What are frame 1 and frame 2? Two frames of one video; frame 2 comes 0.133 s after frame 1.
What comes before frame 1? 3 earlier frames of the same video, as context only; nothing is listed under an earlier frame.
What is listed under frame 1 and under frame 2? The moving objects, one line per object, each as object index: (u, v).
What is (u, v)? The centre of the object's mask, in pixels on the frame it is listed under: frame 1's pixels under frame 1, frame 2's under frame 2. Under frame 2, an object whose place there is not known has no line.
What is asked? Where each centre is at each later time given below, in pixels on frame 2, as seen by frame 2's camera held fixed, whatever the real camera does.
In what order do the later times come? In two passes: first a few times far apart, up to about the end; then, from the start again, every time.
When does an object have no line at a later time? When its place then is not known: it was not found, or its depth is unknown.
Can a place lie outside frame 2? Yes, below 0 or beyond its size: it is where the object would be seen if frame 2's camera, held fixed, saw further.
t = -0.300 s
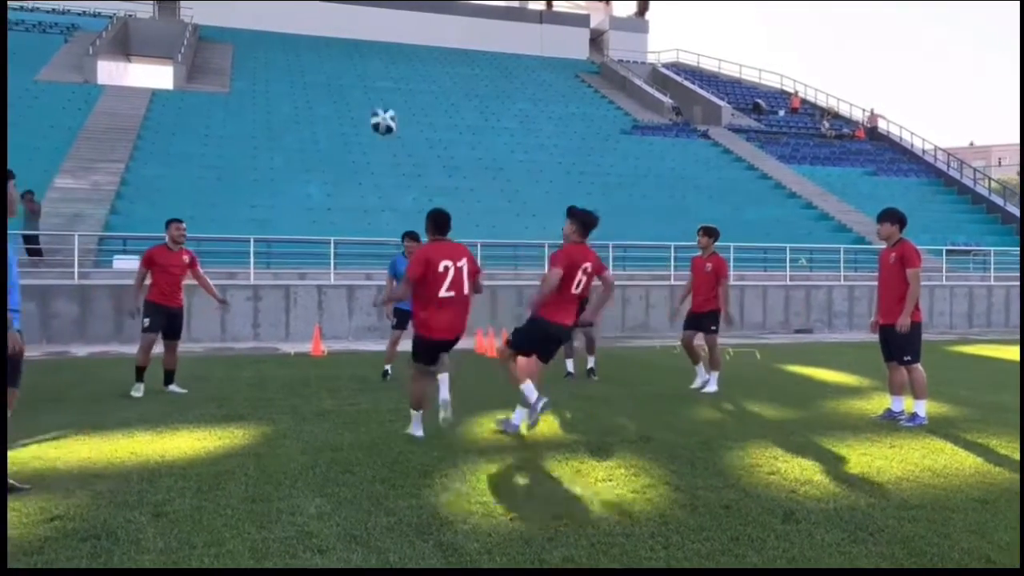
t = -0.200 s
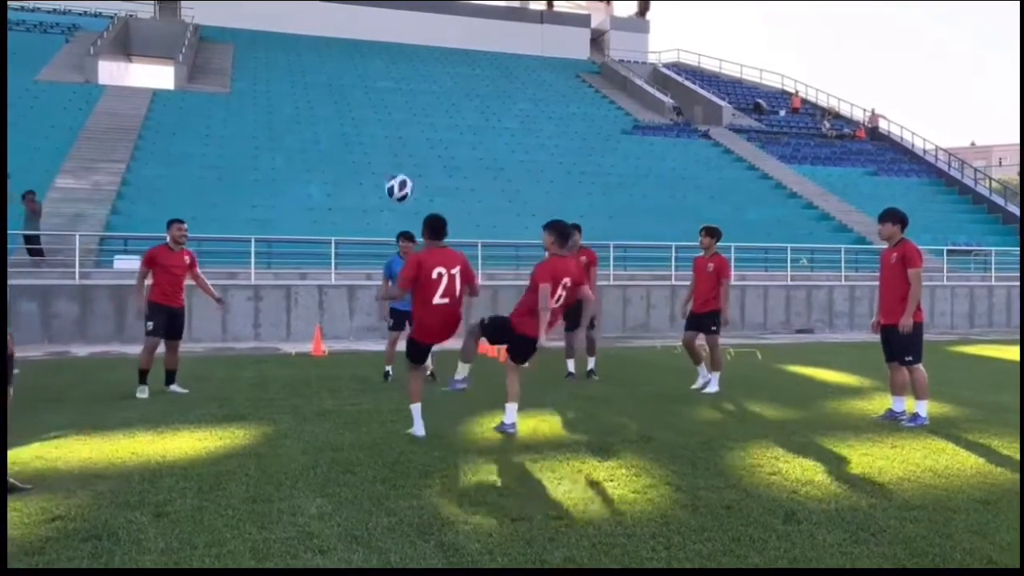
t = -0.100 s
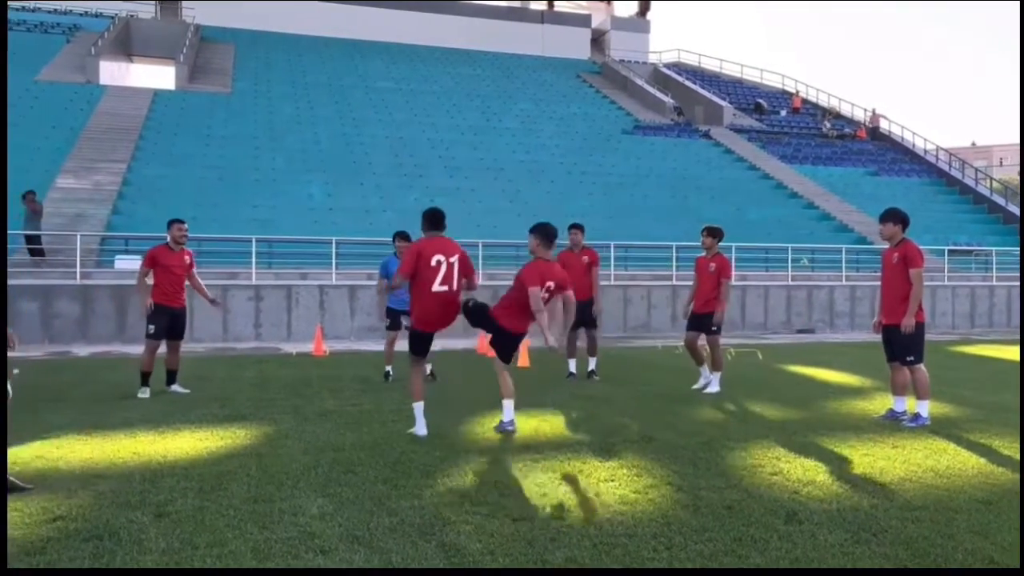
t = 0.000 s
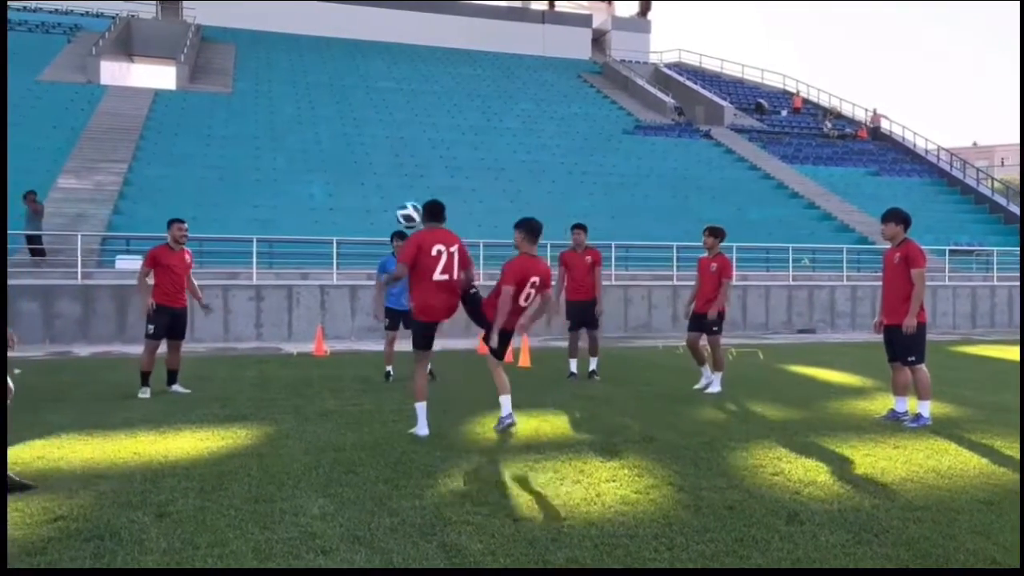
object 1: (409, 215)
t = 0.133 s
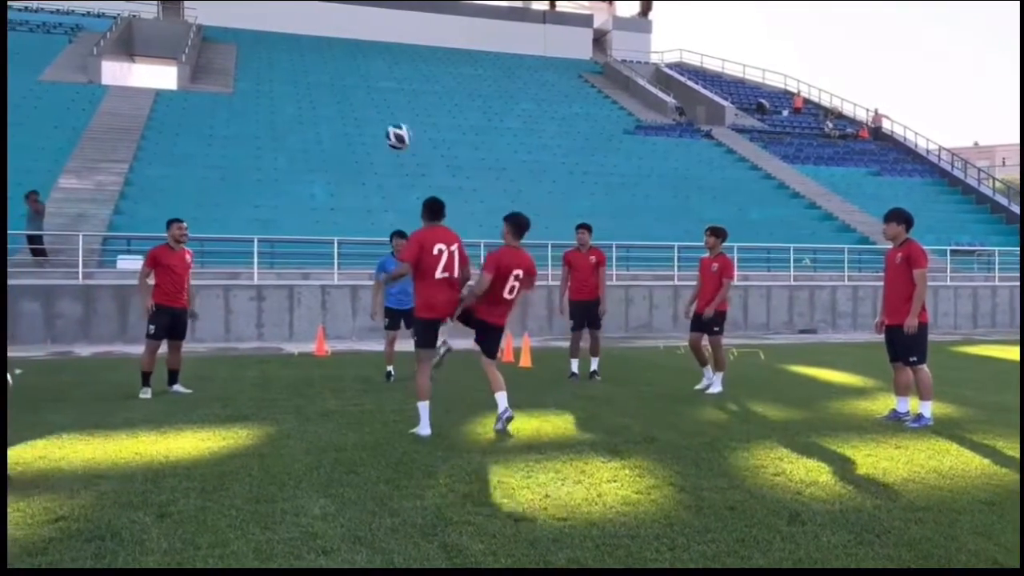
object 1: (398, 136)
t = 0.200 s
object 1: (392, 106)
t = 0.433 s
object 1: (372, 46)
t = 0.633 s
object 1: (356, 45)
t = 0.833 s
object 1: (340, 87)
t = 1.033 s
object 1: (326, 167)
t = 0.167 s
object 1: (395, 120)
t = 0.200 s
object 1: (392, 106)
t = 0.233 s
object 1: (389, 93)
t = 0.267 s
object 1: (386, 82)
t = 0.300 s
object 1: (383, 72)
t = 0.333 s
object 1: (381, 64)
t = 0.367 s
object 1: (377, 56)
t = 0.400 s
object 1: (375, 50)
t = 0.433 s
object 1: (372, 46)
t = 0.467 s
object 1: (369, 43)
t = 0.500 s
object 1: (366, 41)
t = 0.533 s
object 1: (364, 41)
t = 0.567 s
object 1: (361, 41)
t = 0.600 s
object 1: (358, 43)
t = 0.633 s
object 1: (356, 45)
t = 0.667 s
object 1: (354, 50)
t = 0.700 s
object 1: (351, 55)
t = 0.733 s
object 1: (349, 62)
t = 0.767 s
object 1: (346, 69)
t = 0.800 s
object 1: (343, 78)
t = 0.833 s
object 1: (340, 87)
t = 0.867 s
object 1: (338, 99)
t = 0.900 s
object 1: (335, 111)
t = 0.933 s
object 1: (334, 124)
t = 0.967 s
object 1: (330, 137)
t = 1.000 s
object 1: (328, 152)
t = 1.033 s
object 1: (326, 167)
